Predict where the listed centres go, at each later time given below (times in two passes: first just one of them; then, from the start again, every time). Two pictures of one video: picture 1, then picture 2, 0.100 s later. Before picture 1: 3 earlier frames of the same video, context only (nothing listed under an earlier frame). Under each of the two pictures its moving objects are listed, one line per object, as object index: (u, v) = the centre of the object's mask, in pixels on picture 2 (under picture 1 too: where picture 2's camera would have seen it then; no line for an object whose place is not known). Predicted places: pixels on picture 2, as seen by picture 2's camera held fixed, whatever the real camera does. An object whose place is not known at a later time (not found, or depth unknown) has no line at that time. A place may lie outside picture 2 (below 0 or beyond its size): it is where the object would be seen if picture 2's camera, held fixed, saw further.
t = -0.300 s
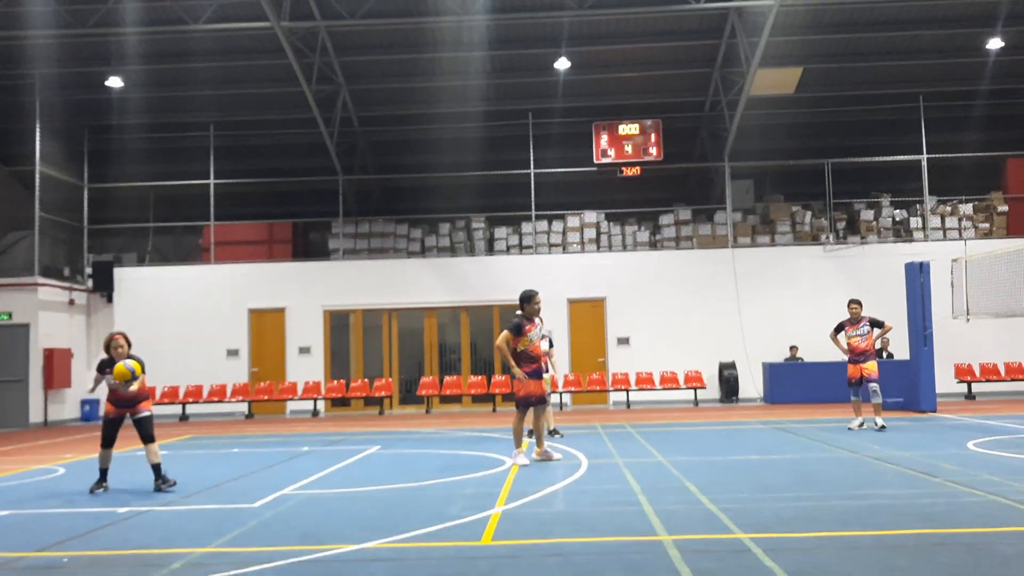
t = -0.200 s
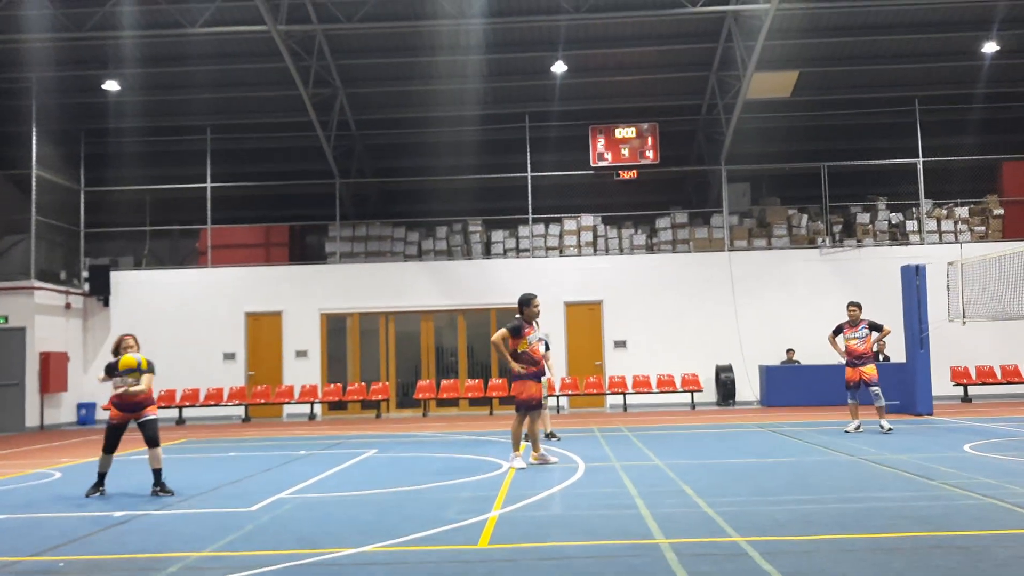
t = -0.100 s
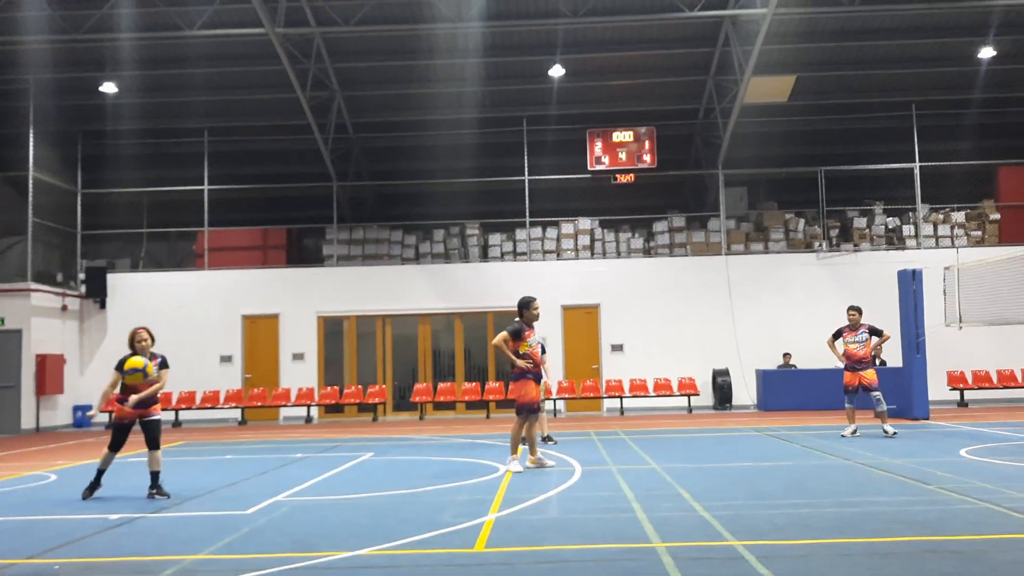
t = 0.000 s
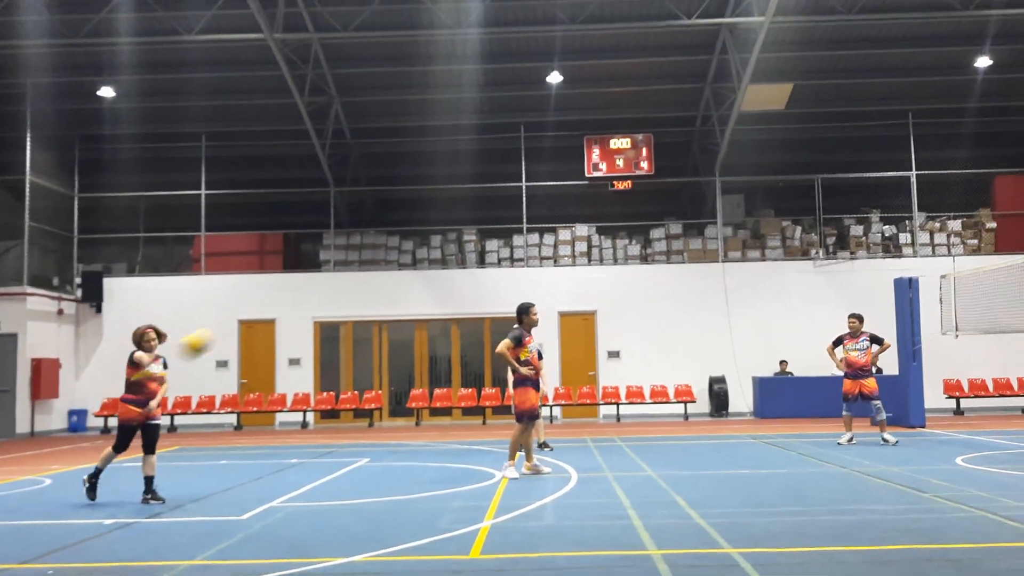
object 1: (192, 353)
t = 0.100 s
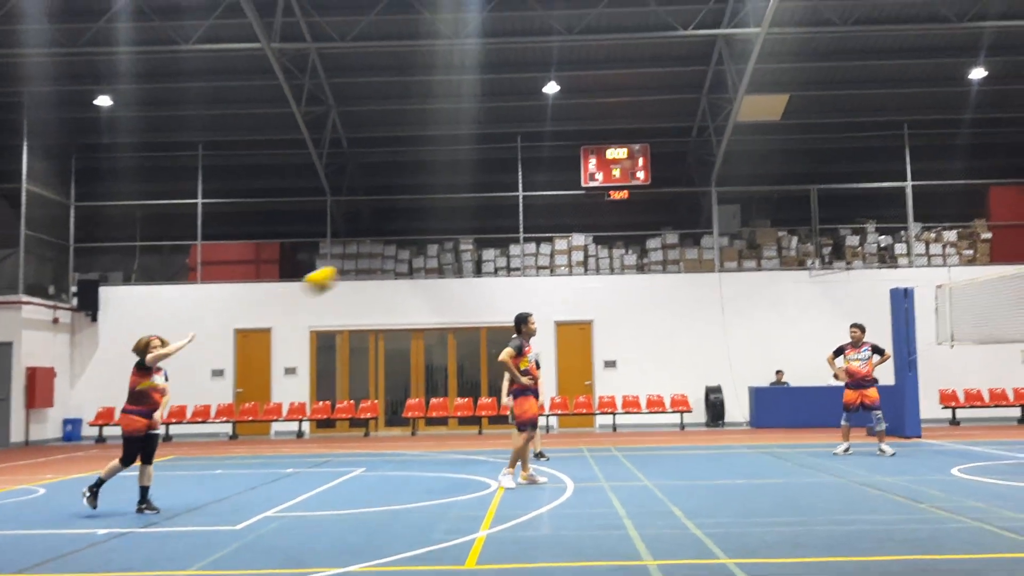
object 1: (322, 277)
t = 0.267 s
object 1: (522, 192)
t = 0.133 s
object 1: (363, 257)
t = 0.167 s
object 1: (403, 237)
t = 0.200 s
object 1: (443, 222)
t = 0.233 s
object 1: (483, 206)
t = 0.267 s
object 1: (522, 192)
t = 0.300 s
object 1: (561, 179)
